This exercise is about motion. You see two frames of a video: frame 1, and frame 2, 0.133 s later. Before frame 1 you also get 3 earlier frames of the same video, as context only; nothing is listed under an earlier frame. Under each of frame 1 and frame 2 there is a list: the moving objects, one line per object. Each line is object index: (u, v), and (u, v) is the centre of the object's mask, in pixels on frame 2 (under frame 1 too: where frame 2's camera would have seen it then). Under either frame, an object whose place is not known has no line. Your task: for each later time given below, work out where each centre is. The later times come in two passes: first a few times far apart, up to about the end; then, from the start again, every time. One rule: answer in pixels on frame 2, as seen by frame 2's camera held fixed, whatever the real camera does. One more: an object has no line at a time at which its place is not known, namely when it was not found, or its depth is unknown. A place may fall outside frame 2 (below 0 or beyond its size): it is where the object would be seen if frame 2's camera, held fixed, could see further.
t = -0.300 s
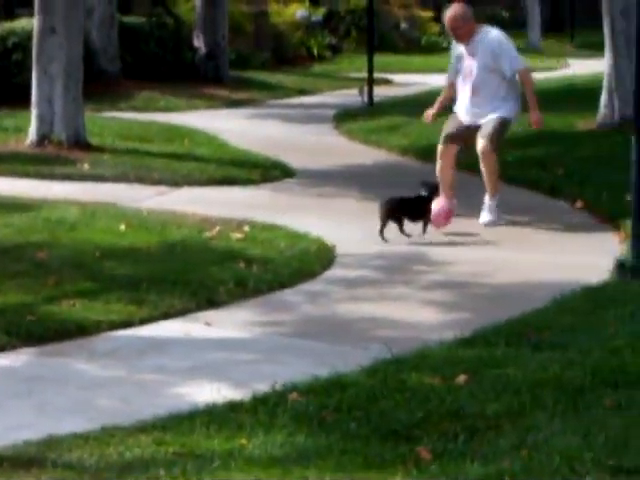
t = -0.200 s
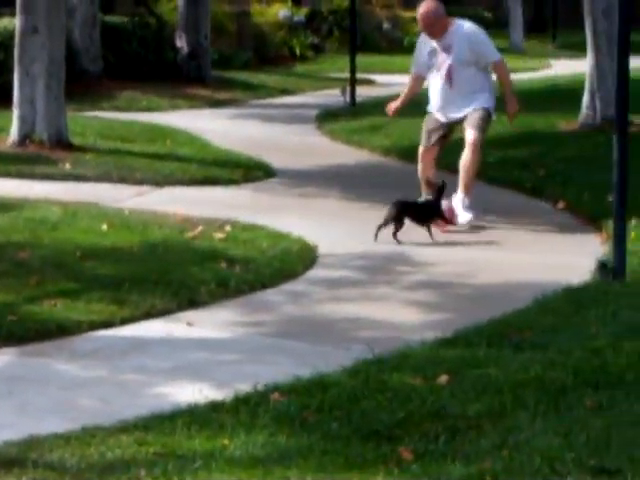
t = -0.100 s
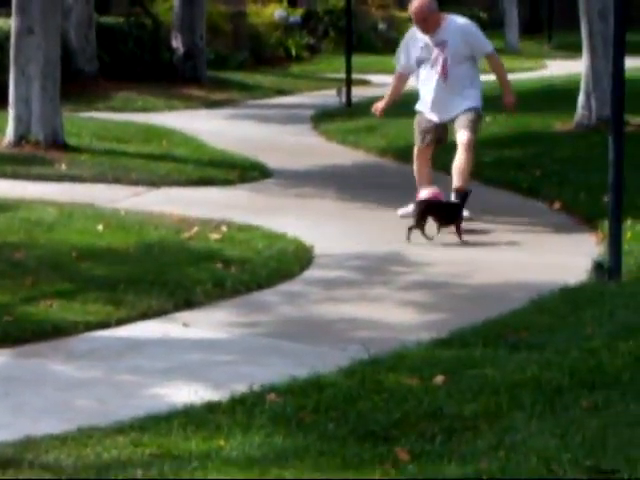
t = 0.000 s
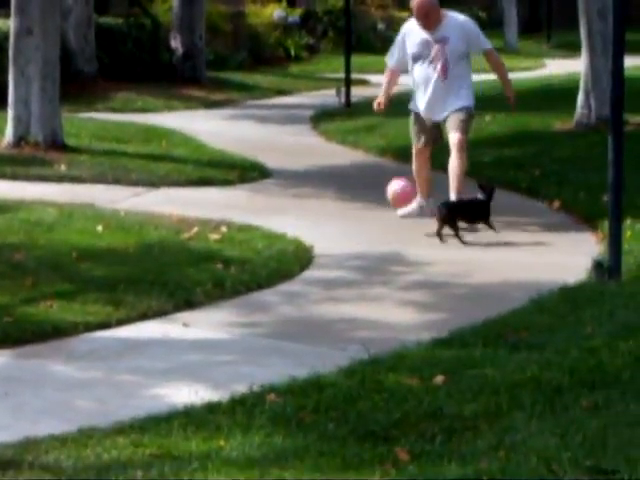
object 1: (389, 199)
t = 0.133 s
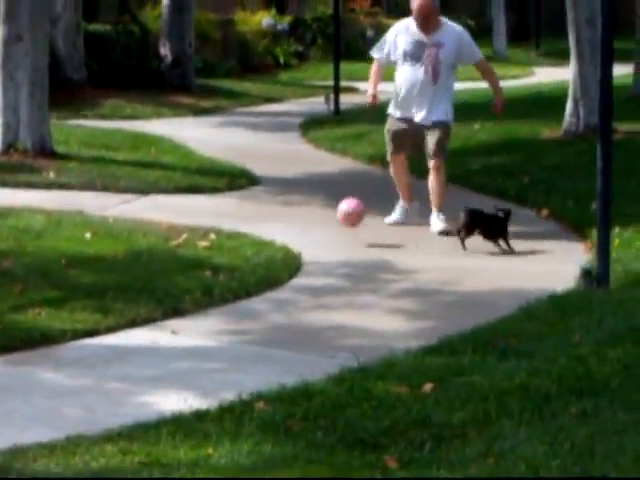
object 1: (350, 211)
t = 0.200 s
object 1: (331, 229)
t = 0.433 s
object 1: (298, 212)
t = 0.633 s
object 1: (269, 227)
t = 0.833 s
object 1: (245, 228)
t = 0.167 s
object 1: (341, 219)
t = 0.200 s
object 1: (331, 229)
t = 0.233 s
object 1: (325, 228)
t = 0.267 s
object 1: (321, 221)
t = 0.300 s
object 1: (316, 216)
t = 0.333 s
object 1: (311, 213)
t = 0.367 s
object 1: (307, 211)
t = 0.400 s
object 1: (302, 211)
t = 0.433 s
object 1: (298, 212)
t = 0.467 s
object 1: (294, 216)
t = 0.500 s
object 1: (289, 222)
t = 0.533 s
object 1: (284, 229)
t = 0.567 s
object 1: (279, 231)
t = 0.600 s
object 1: (274, 228)
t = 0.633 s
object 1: (269, 227)
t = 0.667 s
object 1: (265, 226)
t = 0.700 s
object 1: (261, 226)
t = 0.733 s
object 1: (256, 227)
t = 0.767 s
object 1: (252, 228)
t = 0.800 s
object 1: (248, 228)
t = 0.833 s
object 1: (245, 228)
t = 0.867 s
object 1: (242, 227)
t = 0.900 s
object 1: (239, 227)
